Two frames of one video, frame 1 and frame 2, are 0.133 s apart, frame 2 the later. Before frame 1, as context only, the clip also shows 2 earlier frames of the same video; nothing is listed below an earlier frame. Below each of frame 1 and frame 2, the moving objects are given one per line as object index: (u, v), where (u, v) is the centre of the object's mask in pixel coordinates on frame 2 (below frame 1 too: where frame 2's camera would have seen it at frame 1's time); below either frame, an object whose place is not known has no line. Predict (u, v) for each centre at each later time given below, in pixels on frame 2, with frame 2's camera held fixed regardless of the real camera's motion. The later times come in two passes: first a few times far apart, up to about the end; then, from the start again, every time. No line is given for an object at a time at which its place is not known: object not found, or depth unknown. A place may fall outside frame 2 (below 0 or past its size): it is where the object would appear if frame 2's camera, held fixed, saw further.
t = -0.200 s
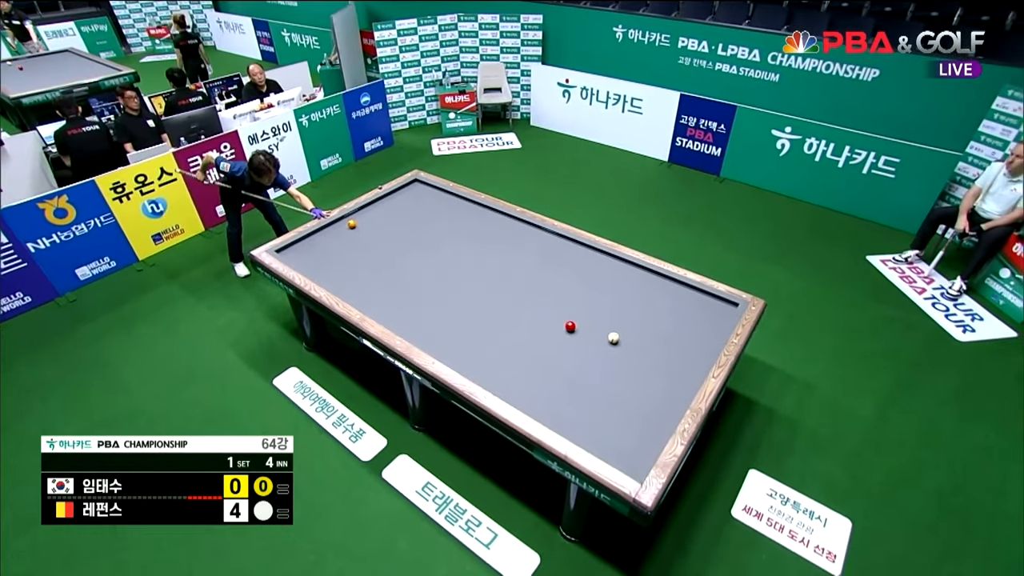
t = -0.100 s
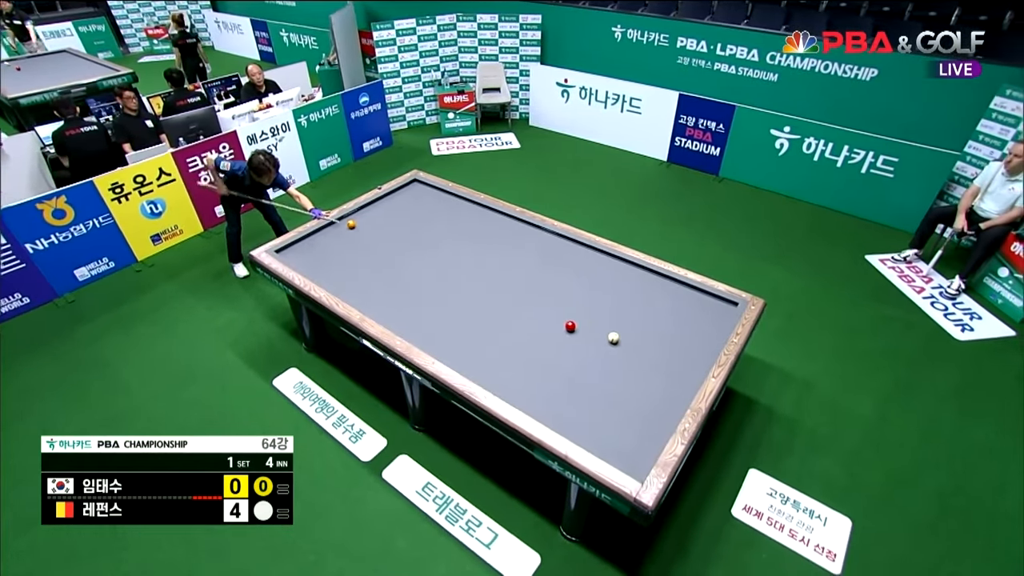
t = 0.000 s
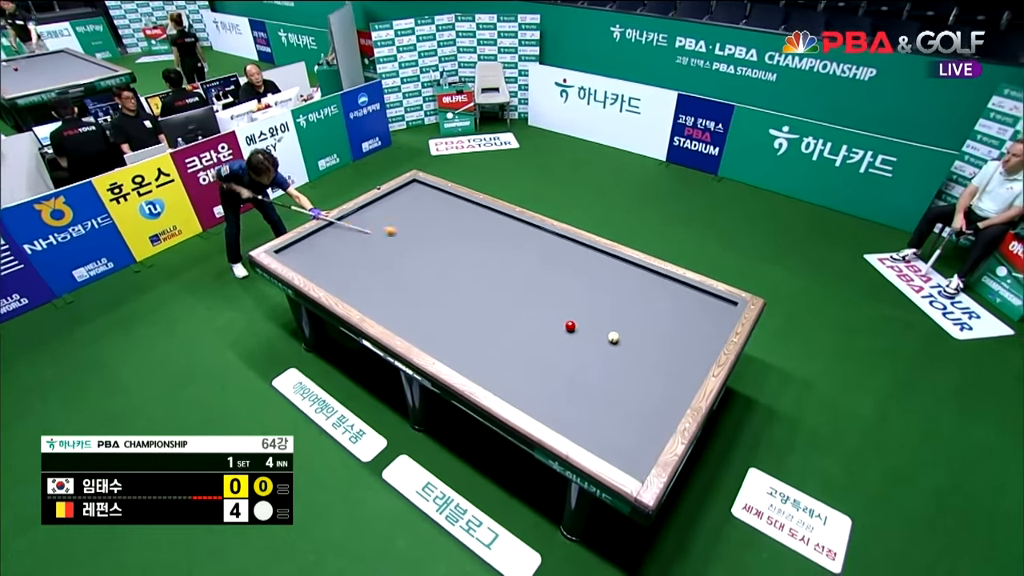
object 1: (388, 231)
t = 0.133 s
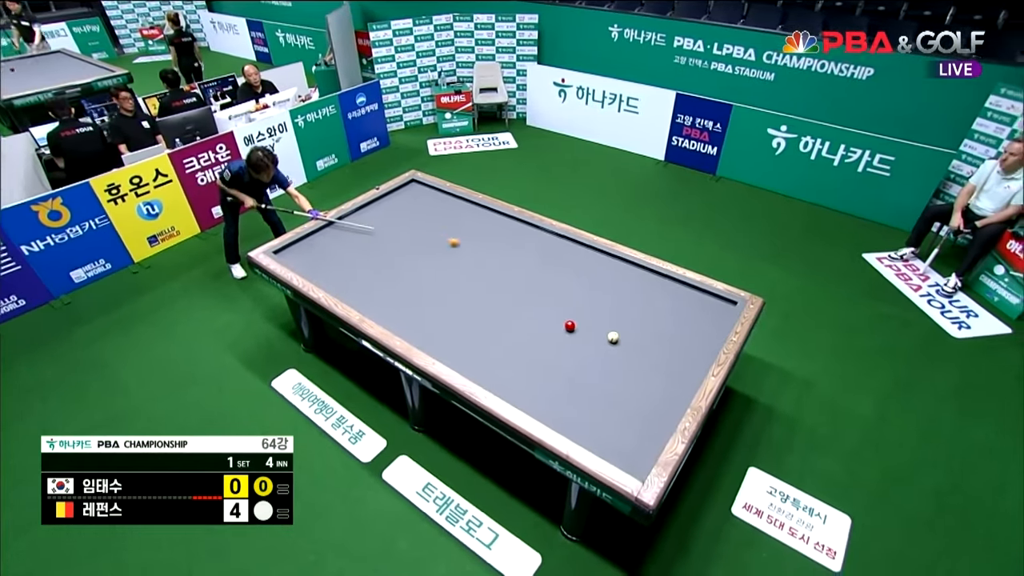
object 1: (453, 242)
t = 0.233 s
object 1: (503, 250)
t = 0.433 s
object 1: (602, 268)
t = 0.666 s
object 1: (710, 302)
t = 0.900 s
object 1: (632, 305)
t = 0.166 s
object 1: (470, 245)
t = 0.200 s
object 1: (486, 248)
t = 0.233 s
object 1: (503, 250)
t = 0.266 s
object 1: (520, 253)
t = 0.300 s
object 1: (536, 256)
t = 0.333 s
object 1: (553, 259)
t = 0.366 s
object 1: (569, 262)
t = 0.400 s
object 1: (585, 265)
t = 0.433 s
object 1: (602, 268)
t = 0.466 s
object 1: (618, 271)
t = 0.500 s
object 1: (634, 275)
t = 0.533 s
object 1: (650, 277)
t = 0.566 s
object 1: (667, 280)
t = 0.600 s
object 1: (682, 284)
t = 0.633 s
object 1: (696, 293)
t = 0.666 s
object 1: (710, 302)
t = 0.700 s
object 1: (724, 310)
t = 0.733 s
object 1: (713, 310)
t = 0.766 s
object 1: (696, 309)
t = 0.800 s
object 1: (679, 308)
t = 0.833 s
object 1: (664, 307)
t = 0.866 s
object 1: (647, 306)
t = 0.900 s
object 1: (632, 305)
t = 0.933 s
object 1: (617, 304)
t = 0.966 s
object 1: (602, 303)
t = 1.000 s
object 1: (587, 302)
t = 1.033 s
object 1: (573, 302)
